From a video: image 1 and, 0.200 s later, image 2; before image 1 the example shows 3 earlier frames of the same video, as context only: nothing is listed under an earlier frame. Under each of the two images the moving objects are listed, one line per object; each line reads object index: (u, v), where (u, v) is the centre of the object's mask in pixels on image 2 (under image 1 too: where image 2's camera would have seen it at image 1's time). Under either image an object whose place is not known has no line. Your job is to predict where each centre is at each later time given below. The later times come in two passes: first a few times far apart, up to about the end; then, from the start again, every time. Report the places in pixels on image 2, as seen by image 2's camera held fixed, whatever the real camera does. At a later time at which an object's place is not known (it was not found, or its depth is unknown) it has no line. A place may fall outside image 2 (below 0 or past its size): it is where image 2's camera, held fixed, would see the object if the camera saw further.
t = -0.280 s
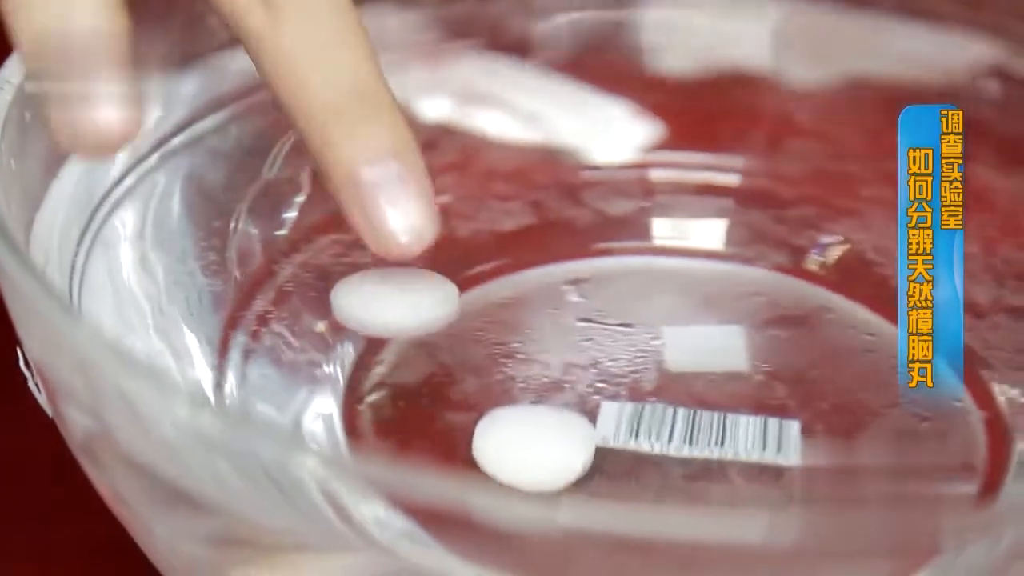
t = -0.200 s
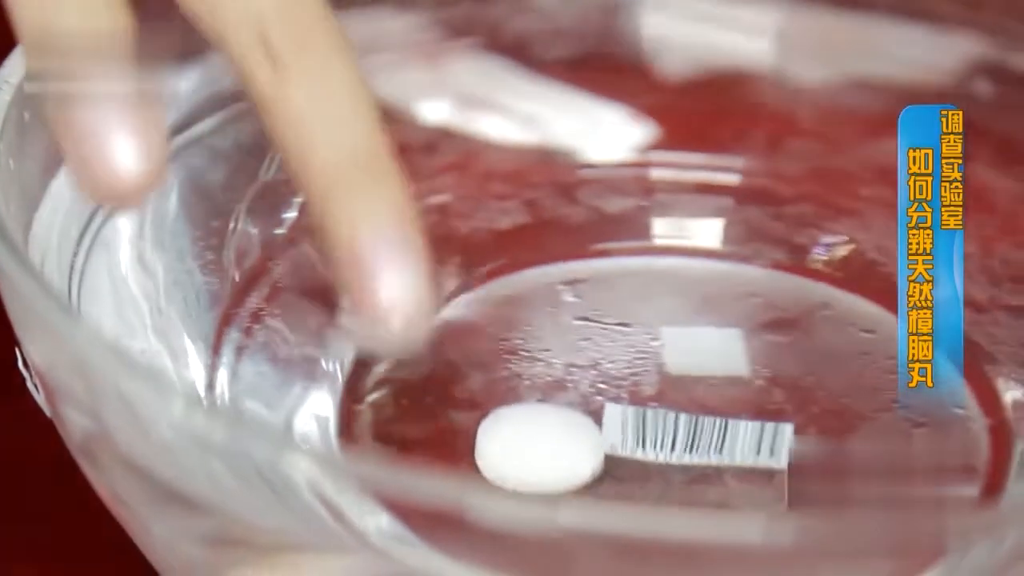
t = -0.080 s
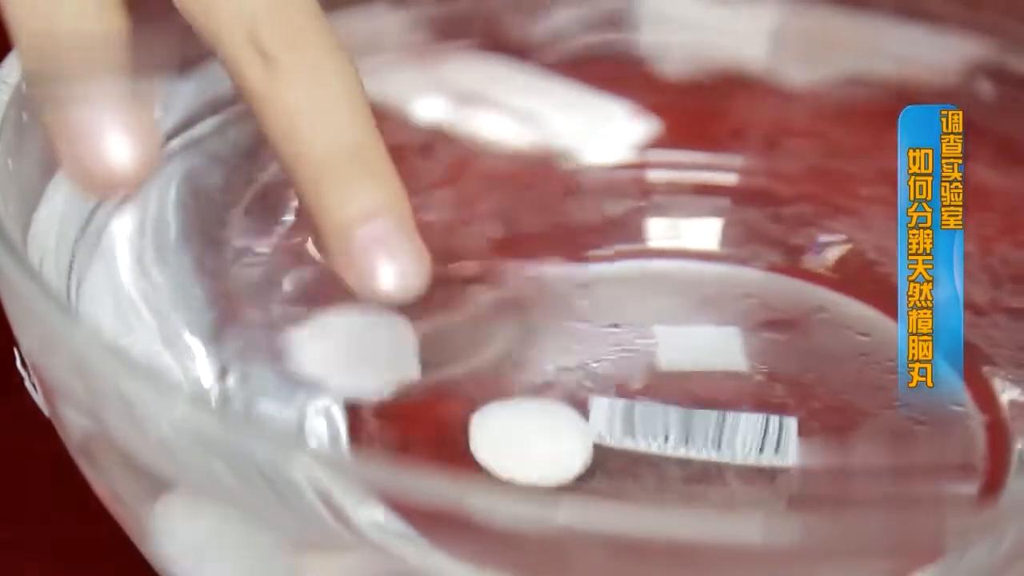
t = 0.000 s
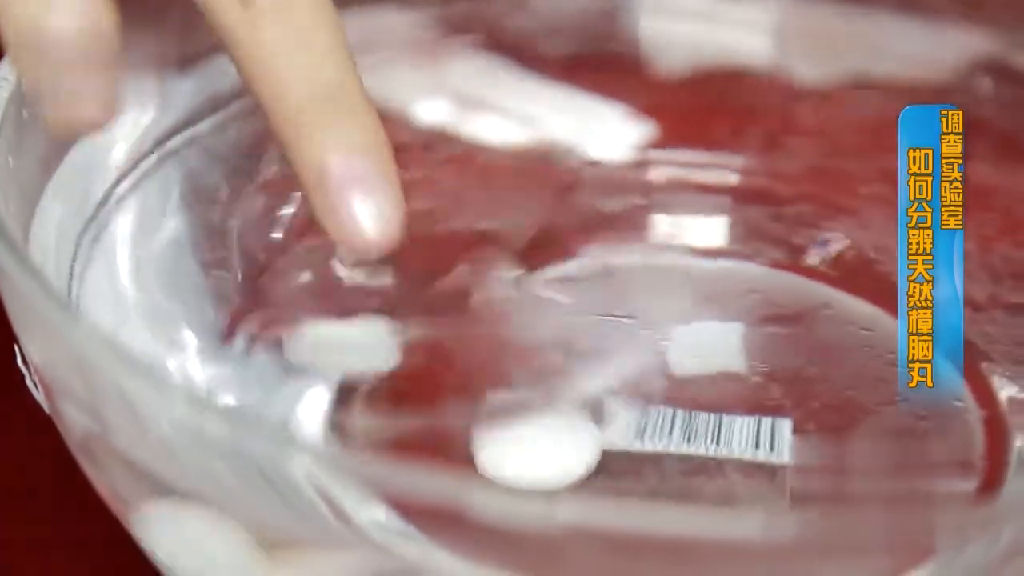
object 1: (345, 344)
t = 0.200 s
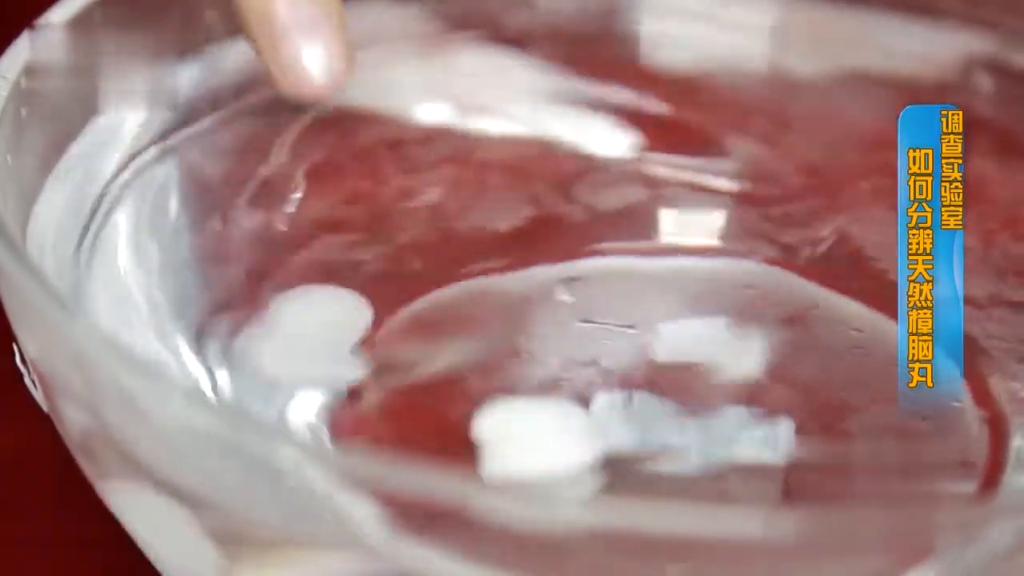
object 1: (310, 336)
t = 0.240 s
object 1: (307, 321)
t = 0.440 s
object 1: (295, 301)
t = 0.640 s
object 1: (284, 267)
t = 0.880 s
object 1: (257, 211)
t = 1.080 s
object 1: (233, 198)
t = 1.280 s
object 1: (213, 187)
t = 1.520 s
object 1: (189, 175)
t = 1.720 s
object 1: (175, 173)
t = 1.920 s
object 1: (164, 164)
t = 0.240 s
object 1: (307, 321)
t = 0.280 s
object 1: (307, 319)
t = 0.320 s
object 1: (302, 319)
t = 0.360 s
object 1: (304, 311)
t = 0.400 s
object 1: (303, 306)
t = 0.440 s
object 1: (295, 301)
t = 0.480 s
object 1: (295, 294)
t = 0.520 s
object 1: (293, 286)
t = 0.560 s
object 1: (289, 282)
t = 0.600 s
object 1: (288, 274)
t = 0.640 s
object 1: (284, 267)
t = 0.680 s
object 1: (280, 257)
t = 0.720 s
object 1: (276, 250)
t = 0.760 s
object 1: (273, 239)
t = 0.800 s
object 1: (269, 231)
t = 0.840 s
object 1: (264, 220)
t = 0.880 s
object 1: (257, 211)
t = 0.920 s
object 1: (251, 205)
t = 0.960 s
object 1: (246, 201)
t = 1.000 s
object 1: (240, 198)
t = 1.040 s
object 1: (236, 198)
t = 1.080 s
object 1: (233, 198)
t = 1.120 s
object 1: (230, 197)
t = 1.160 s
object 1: (227, 195)
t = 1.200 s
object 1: (224, 193)
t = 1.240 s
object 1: (218, 190)
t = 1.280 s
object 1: (213, 187)
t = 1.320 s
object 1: (208, 185)
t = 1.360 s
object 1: (204, 182)
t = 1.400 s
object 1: (201, 181)
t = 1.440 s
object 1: (199, 179)
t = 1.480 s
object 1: (194, 177)
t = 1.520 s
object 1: (189, 175)
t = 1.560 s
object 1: (184, 174)
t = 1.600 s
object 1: (182, 174)
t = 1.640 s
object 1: (181, 174)
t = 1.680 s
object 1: (179, 174)
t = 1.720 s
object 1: (175, 173)
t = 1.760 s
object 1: (172, 170)
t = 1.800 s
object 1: (168, 166)
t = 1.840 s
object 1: (167, 164)
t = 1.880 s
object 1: (165, 164)
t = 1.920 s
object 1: (164, 164)
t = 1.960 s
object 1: (160, 164)
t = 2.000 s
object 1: (155, 163)
